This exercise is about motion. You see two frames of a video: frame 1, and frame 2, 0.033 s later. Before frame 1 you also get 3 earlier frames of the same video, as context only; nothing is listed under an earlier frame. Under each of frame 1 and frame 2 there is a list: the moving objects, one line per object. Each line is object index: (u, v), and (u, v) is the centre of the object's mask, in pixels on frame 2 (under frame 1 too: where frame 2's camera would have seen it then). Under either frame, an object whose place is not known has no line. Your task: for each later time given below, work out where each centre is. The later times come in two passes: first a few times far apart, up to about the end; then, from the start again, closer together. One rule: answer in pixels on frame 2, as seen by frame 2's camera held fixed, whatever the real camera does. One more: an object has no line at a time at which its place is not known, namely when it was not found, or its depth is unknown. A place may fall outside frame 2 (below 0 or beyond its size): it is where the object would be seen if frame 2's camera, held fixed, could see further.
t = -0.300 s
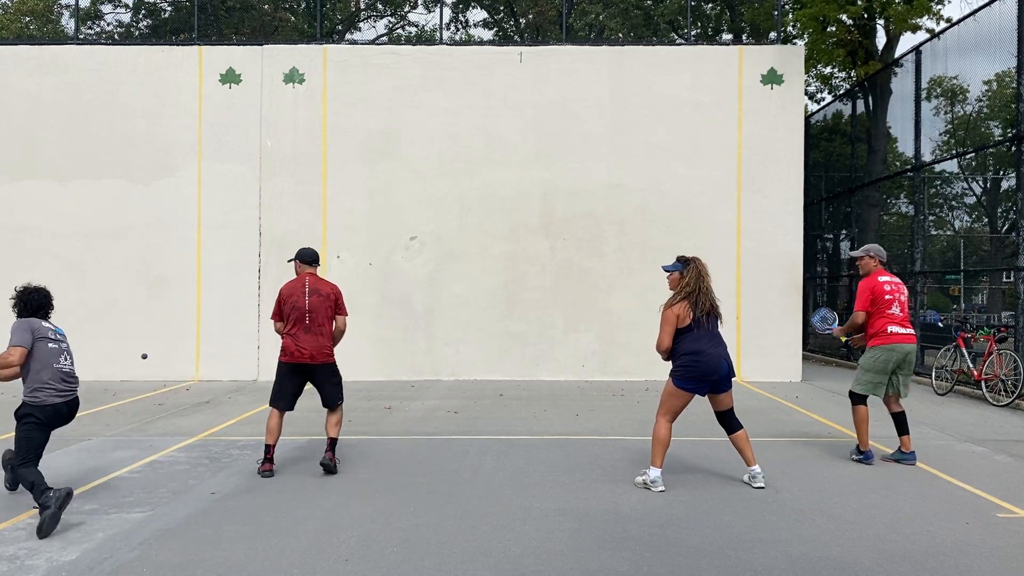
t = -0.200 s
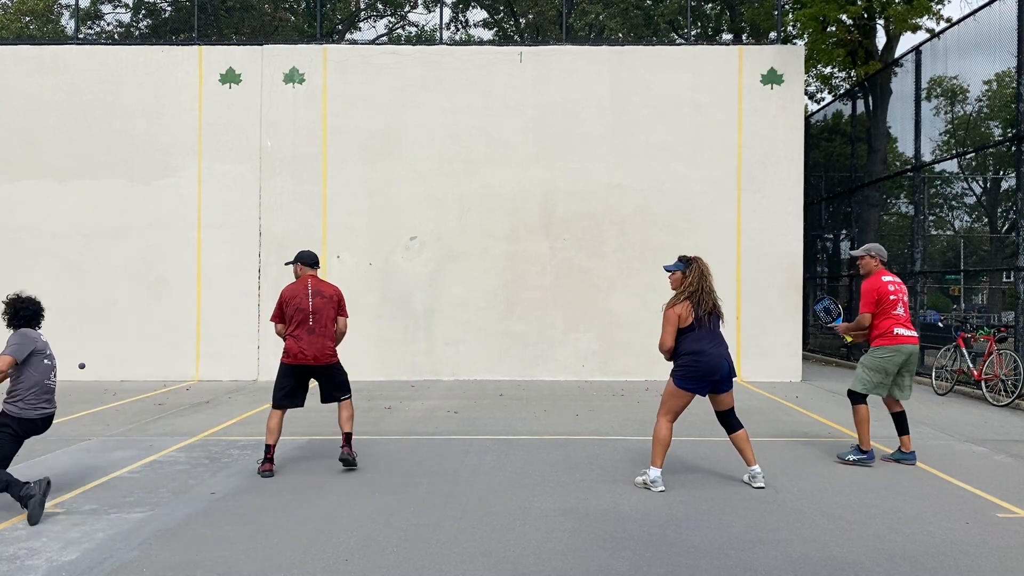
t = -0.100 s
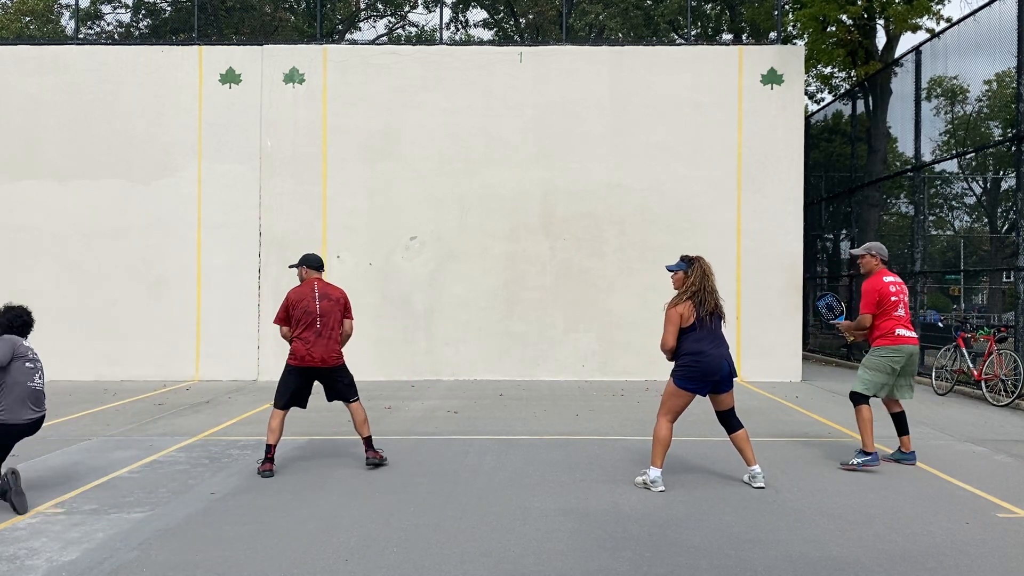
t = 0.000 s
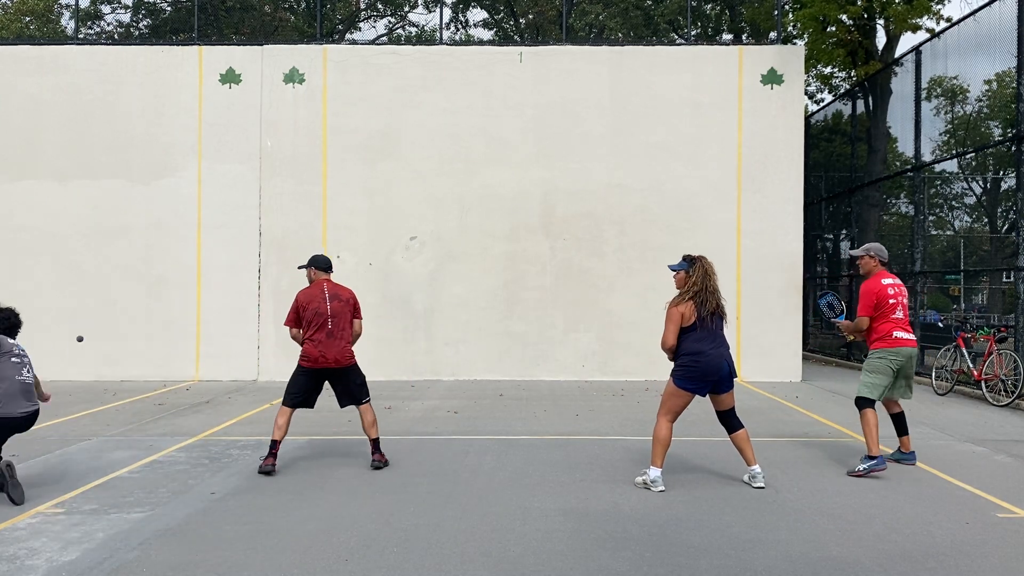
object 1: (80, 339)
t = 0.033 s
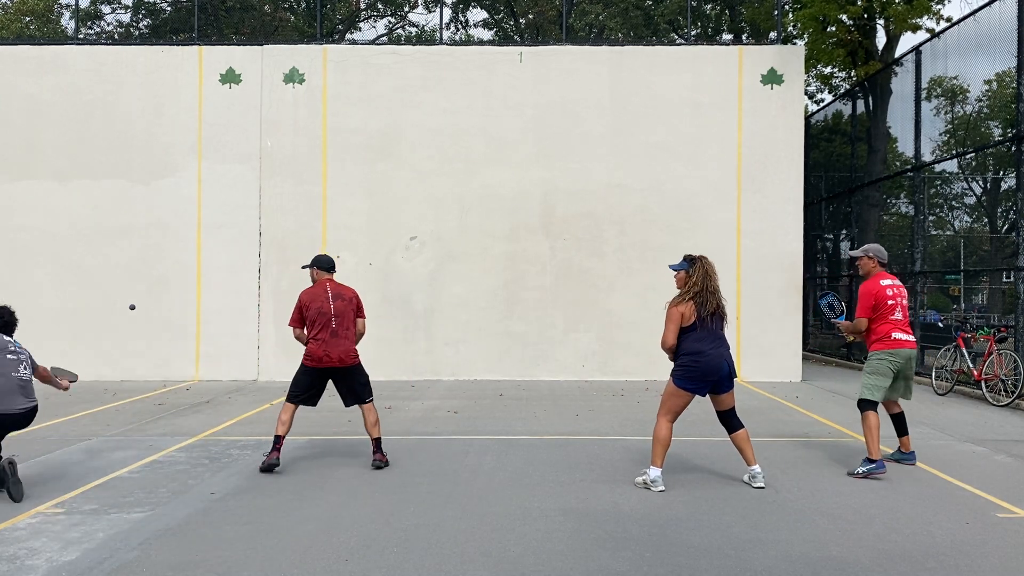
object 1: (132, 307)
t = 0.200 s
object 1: (319, 206)
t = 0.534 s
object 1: (487, 134)
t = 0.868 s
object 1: (594, 120)
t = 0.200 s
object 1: (319, 206)
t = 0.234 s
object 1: (346, 194)
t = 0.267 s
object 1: (370, 184)
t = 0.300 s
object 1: (393, 175)
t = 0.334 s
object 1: (413, 167)
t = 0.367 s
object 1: (432, 161)
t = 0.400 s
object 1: (450, 156)
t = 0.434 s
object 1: (465, 152)
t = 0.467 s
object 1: (472, 145)
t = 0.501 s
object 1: (480, 139)
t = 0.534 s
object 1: (487, 134)
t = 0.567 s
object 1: (495, 129)
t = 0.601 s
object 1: (504, 125)
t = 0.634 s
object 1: (513, 122)
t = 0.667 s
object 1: (522, 119)
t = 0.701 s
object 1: (533, 117)
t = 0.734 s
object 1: (543, 116)
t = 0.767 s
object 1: (555, 115)
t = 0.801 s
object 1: (567, 116)
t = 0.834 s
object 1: (580, 117)
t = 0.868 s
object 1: (594, 120)
